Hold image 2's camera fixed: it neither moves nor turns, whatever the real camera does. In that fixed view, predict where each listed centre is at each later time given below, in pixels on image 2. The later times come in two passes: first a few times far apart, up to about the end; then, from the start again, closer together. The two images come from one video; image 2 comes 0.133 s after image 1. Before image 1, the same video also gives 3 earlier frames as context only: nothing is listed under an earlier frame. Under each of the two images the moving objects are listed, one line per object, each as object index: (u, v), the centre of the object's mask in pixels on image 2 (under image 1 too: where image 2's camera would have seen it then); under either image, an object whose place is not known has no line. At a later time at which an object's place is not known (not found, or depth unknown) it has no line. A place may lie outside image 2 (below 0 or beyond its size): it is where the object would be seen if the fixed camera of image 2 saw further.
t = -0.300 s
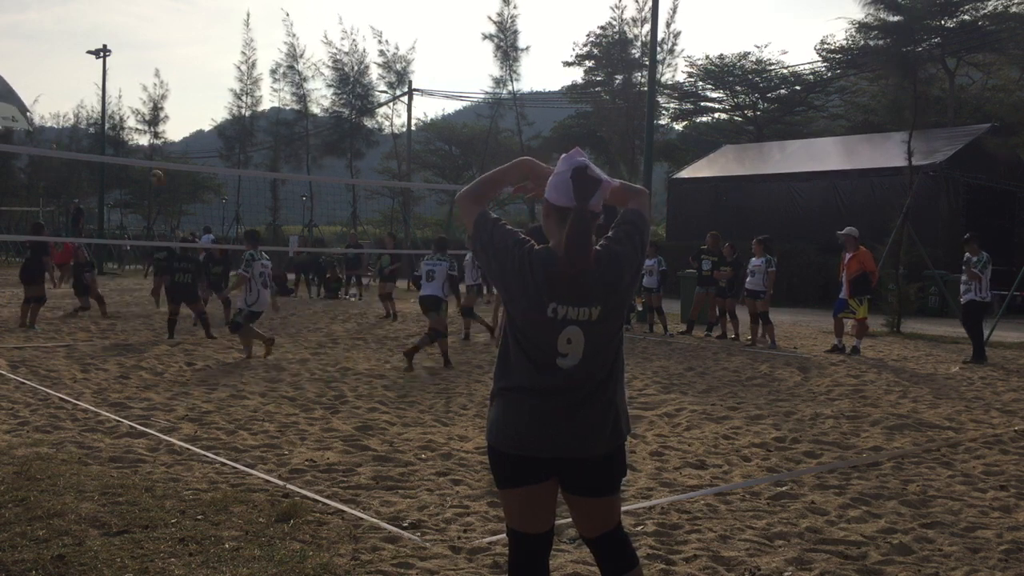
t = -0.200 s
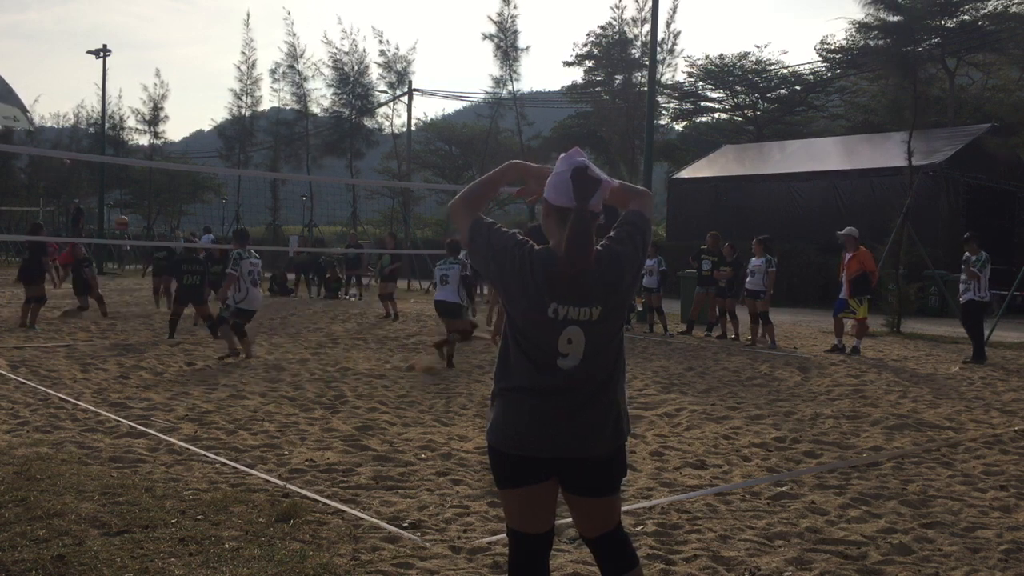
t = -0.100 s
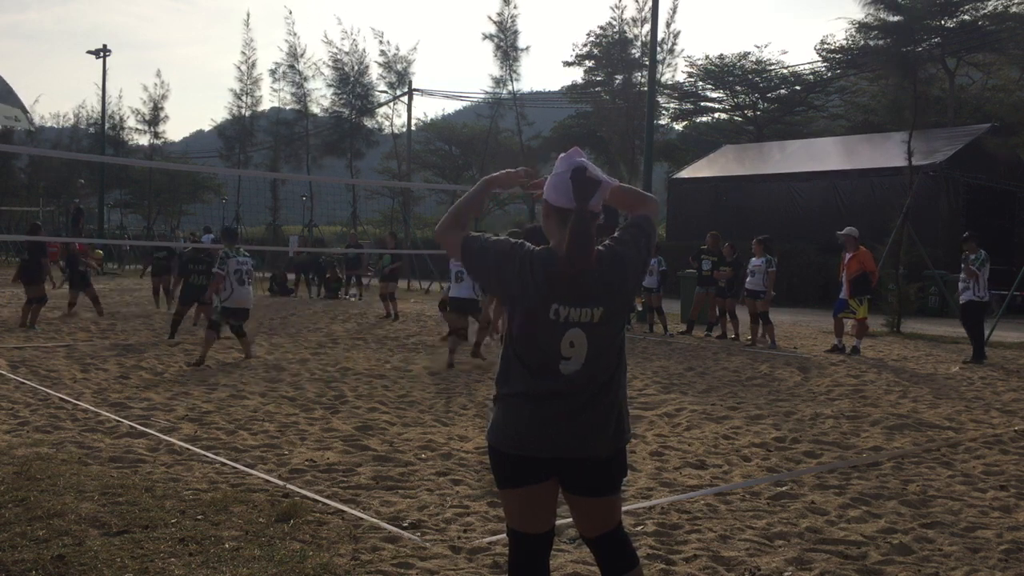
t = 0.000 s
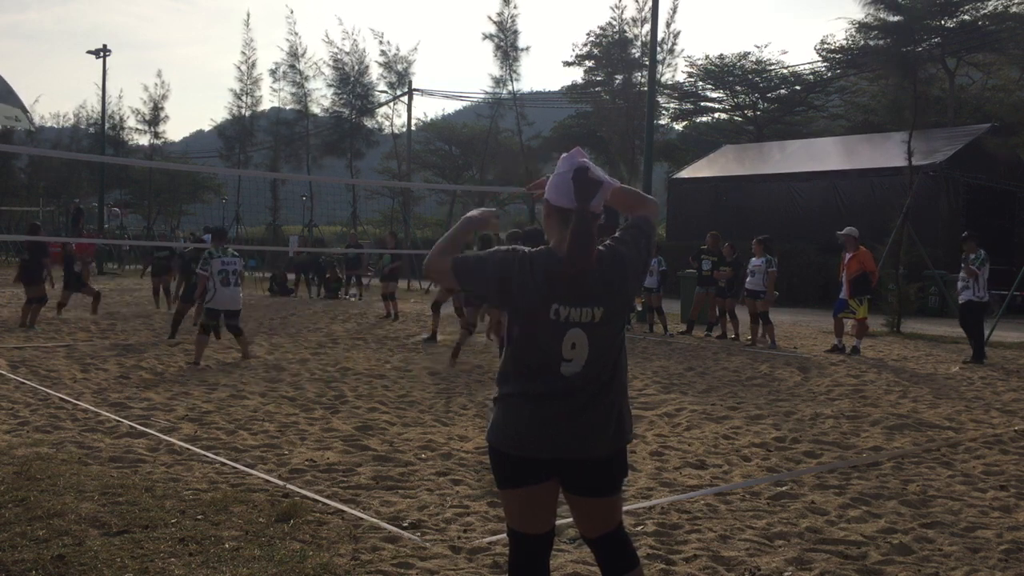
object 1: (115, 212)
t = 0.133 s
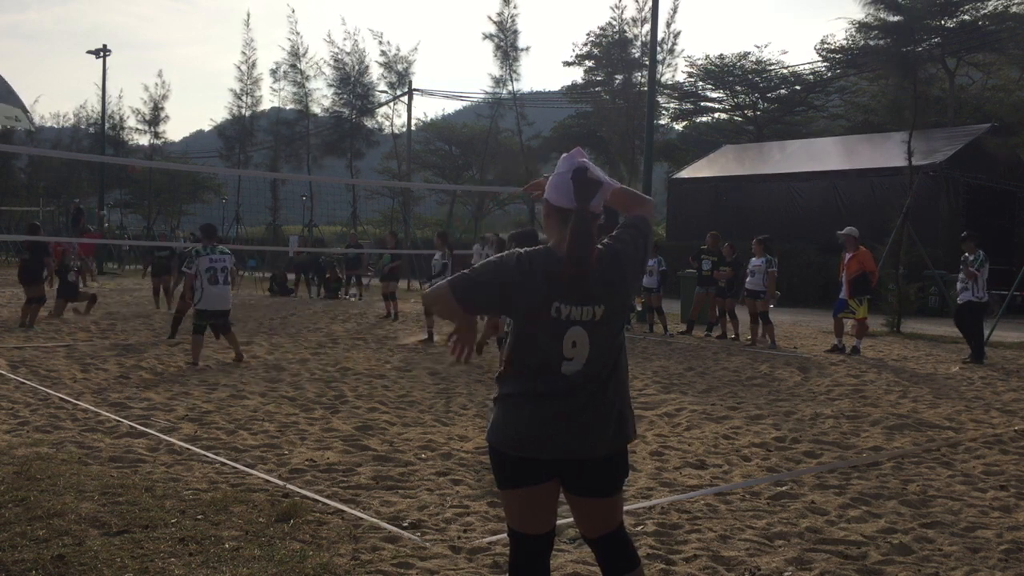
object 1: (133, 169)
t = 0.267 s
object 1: (156, 128)
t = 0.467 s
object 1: (189, 89)
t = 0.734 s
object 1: (232, 76)
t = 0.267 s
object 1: (156, 128)
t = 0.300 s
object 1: (161, 120)
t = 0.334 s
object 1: (166, 112)
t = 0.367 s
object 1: (172, 106)
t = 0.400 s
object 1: (178, 99)
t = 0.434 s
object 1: (183, 94)
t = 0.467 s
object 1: (189, 89)
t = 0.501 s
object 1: (194, 85)
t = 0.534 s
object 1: (200, 82)
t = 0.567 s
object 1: (205, 79)
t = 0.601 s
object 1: (211, 77)
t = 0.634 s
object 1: (216, 76)
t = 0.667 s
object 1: (222, 75)
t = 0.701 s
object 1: (227, 75)
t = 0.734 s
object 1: (232, 76)
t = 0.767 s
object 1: (238, 77)
